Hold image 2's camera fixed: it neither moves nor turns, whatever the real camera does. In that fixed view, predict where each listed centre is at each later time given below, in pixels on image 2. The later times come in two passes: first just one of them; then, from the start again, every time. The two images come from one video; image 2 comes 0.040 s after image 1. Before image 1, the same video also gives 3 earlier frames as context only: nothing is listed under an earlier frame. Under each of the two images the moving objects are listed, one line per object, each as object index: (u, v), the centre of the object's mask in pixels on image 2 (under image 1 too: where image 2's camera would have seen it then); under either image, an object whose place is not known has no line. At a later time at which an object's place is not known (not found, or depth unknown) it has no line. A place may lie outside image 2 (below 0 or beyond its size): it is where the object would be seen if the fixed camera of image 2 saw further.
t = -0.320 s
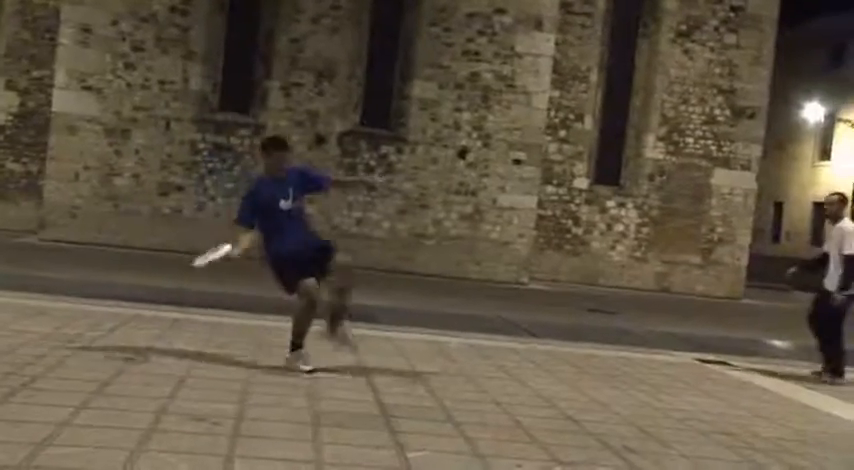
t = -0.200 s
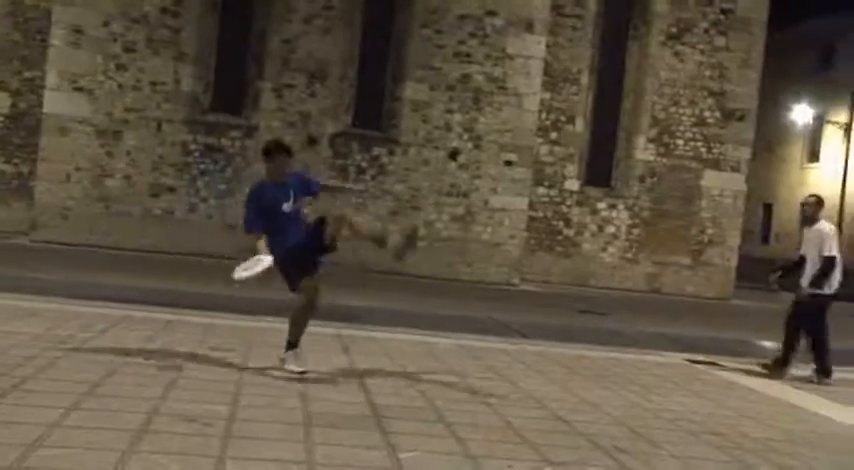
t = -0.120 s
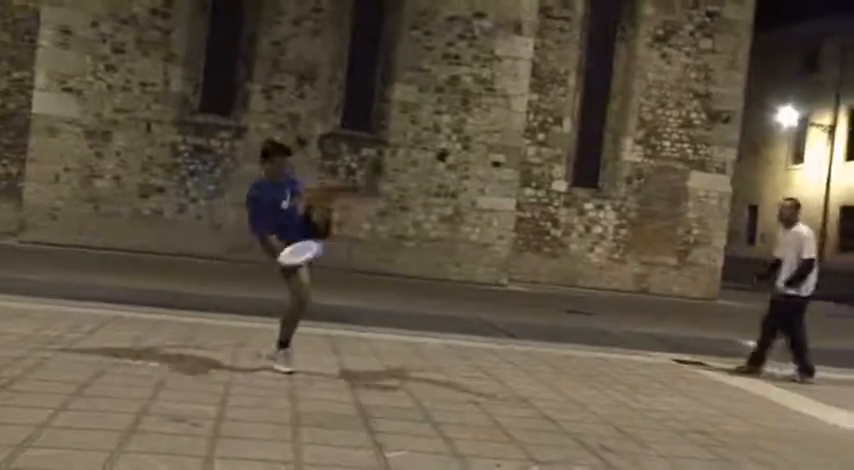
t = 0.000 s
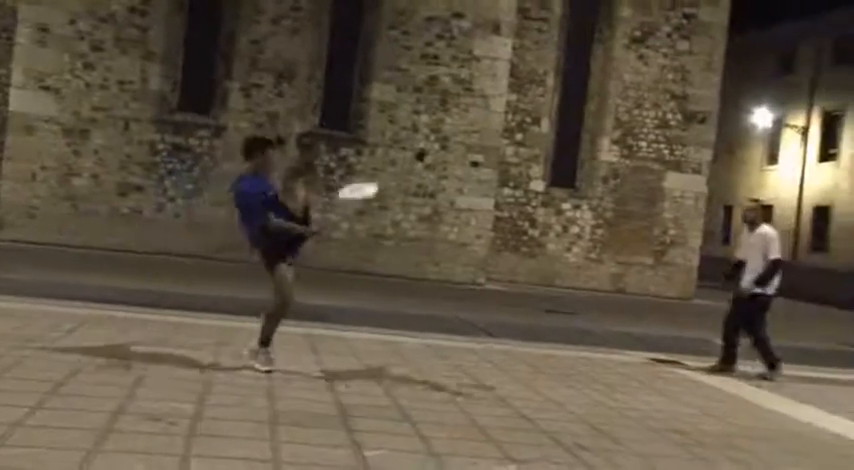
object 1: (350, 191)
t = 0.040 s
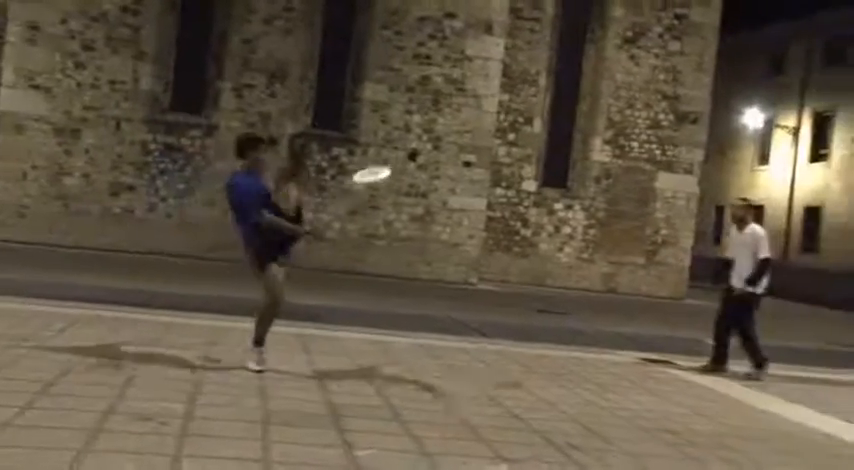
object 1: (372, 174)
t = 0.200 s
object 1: (446, 137)
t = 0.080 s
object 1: (392, 162)
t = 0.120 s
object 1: (412, 151)
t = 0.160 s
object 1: (428, 143)
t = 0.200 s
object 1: (446, 137)
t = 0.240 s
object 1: (462, 131)
